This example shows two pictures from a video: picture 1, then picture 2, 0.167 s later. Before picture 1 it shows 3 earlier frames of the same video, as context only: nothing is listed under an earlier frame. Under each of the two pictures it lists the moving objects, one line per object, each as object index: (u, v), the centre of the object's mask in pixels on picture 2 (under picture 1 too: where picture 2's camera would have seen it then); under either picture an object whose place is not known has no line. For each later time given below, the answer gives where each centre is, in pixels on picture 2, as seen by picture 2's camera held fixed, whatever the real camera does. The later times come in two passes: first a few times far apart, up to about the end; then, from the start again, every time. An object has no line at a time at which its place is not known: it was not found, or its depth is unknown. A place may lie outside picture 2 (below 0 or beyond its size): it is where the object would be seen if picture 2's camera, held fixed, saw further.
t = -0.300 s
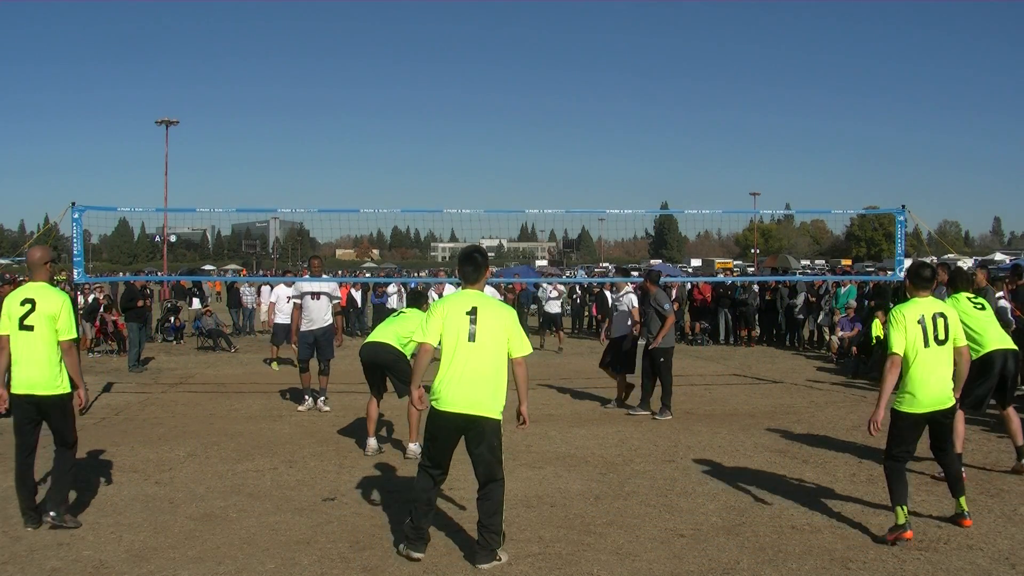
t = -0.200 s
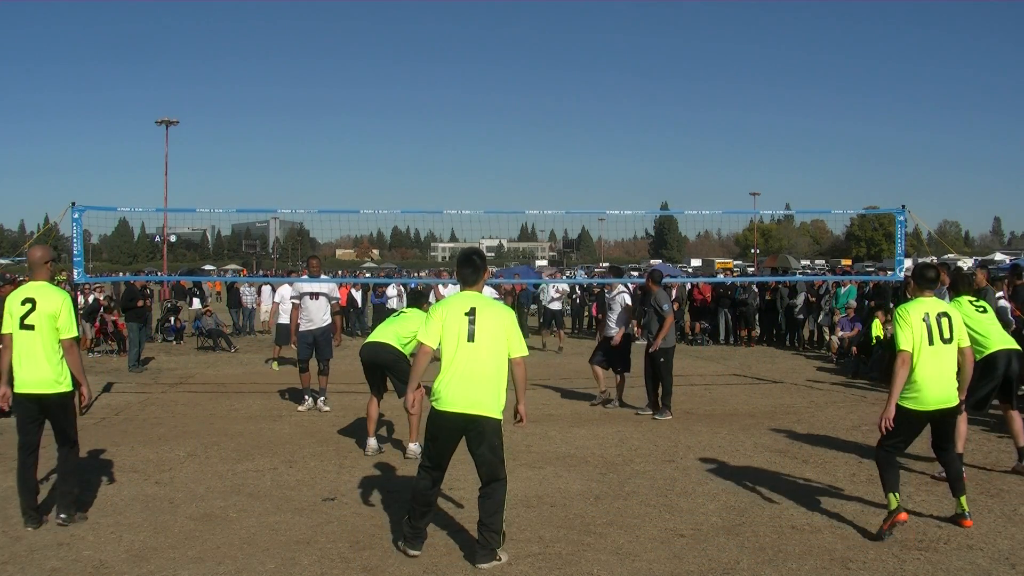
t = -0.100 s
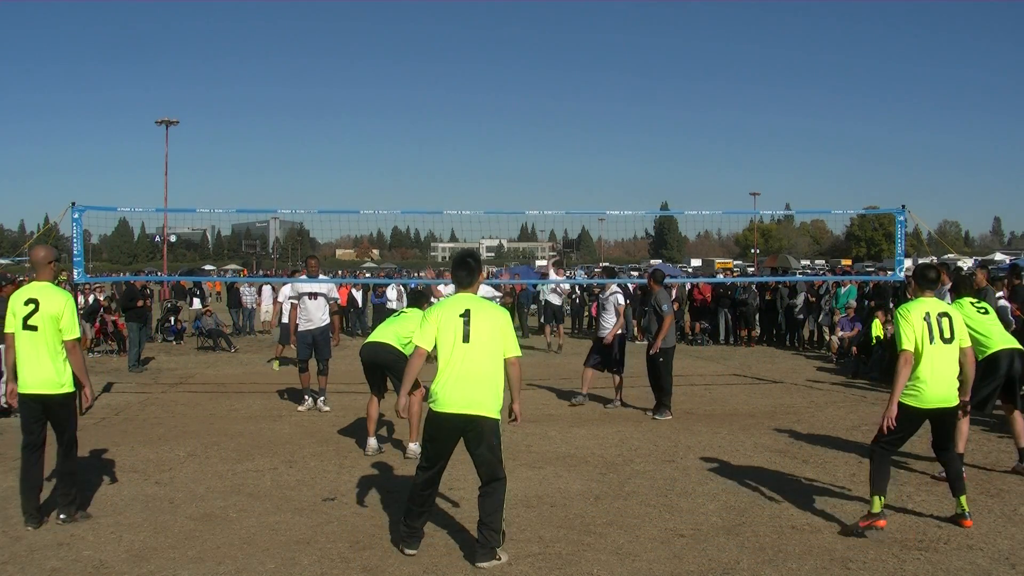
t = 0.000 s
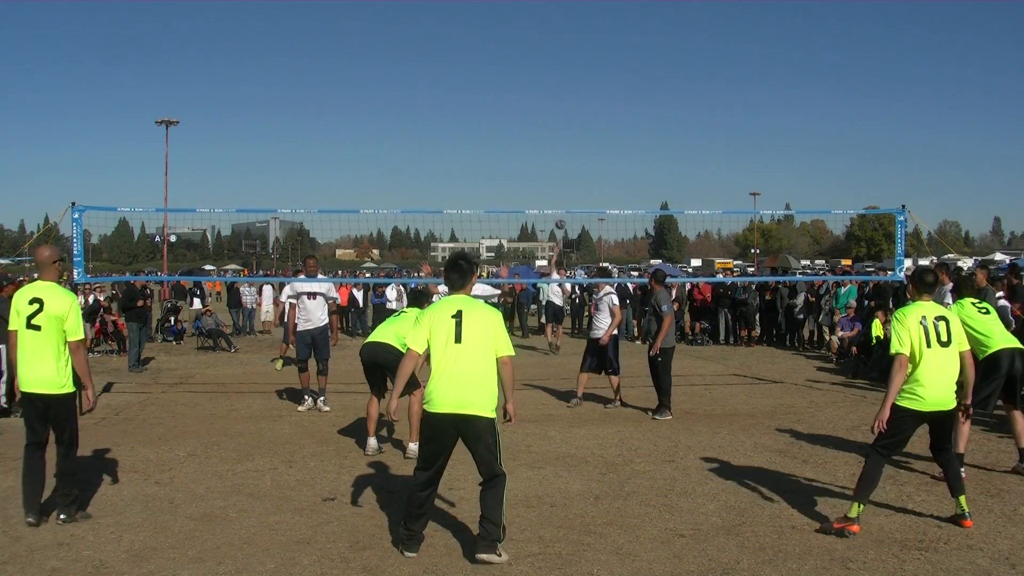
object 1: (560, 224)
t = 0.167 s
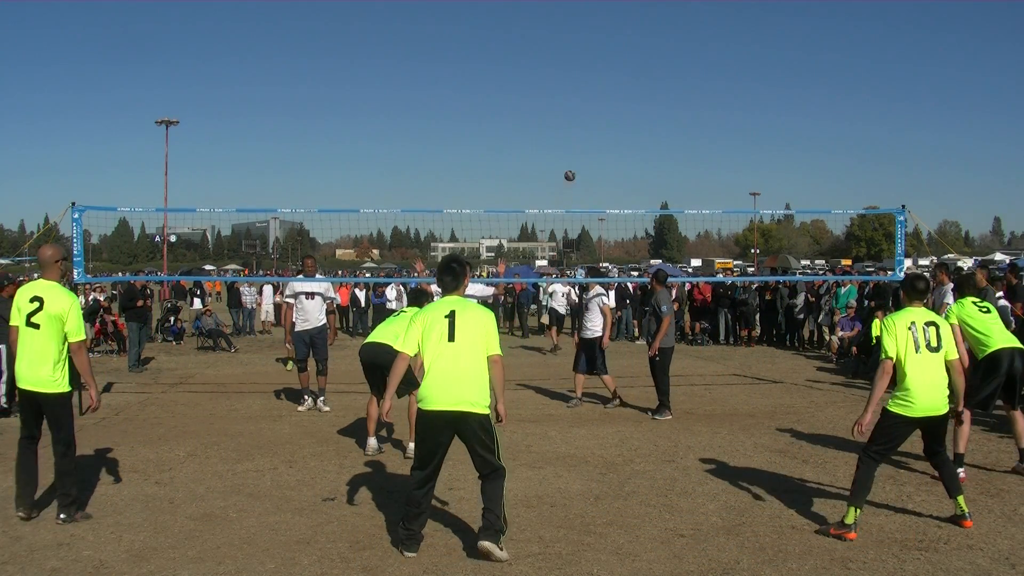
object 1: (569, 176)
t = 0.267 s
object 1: (578, 150)
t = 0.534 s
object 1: (608, 100)
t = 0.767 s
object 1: (644, 85)
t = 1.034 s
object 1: (712, 126)
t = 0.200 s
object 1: (572, 167)
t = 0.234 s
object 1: (575, 158)
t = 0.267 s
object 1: (578, 150)
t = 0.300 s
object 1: (581, 142)
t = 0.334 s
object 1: (584, 135)
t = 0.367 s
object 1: (588, 128)
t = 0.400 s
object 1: (591, 121)
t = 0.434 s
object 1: (595, 115)
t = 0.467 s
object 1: (599, 109)
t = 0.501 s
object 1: (603, 104)
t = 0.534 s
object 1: (608, 100)
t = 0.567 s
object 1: (612, 96)
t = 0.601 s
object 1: (617, 92)
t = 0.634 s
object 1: (622, 89)
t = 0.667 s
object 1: (627, 87)
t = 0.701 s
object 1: (632, 85)
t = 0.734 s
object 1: (637, 85)
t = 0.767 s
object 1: (644, 85)
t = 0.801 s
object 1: (651, 86)
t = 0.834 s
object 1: (657, 88)
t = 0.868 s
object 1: (665, 92)
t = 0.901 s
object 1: (673, 96)
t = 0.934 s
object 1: (682, 101)
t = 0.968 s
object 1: (692, 108)
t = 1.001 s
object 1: (702, 116)
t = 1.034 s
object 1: (712, 126)
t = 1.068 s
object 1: (723, 137)
